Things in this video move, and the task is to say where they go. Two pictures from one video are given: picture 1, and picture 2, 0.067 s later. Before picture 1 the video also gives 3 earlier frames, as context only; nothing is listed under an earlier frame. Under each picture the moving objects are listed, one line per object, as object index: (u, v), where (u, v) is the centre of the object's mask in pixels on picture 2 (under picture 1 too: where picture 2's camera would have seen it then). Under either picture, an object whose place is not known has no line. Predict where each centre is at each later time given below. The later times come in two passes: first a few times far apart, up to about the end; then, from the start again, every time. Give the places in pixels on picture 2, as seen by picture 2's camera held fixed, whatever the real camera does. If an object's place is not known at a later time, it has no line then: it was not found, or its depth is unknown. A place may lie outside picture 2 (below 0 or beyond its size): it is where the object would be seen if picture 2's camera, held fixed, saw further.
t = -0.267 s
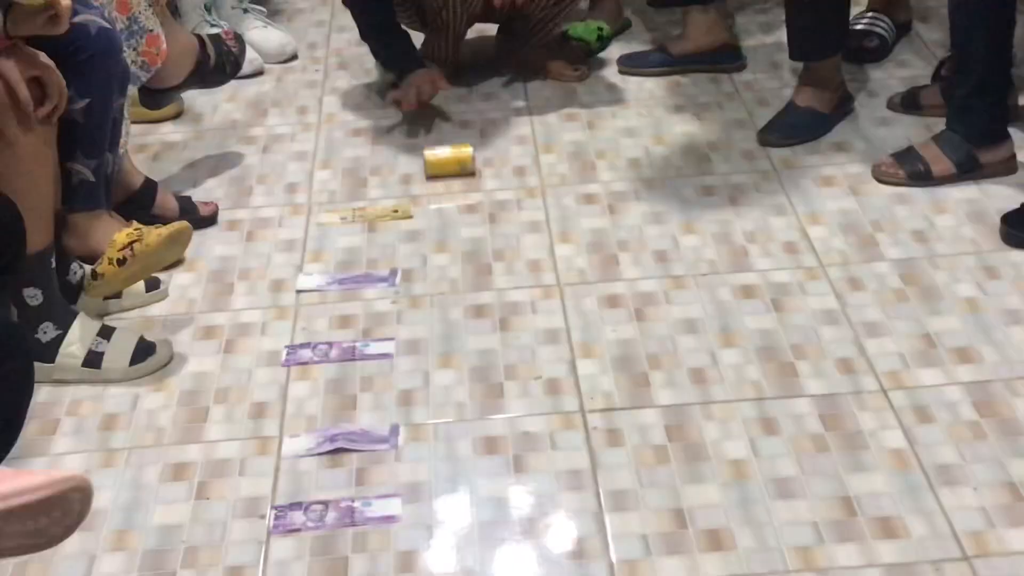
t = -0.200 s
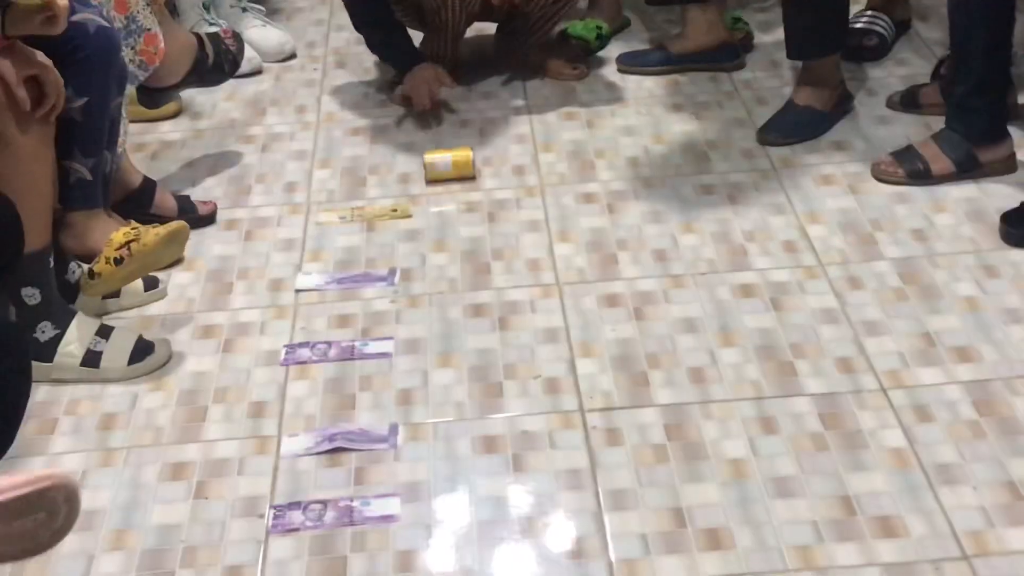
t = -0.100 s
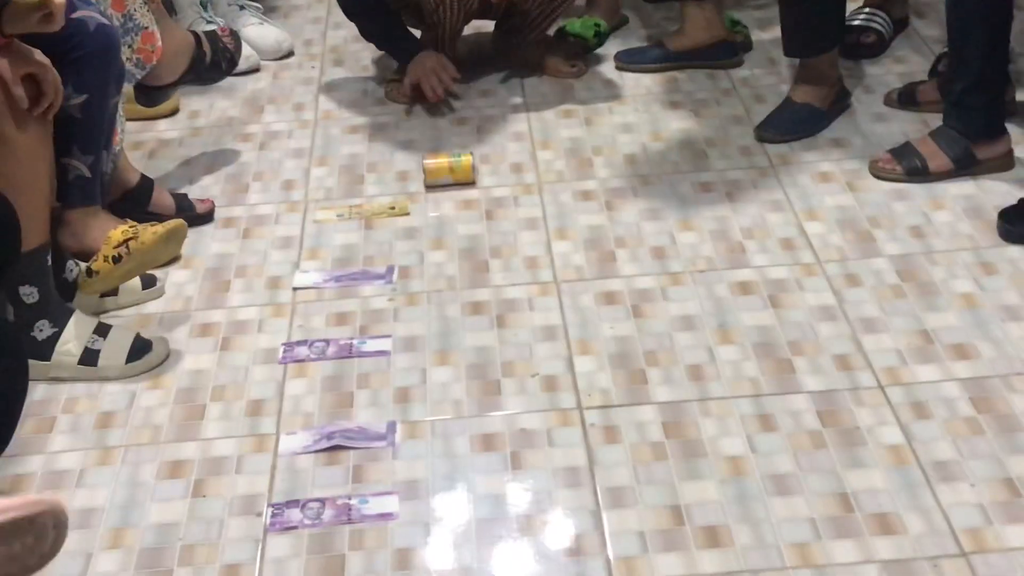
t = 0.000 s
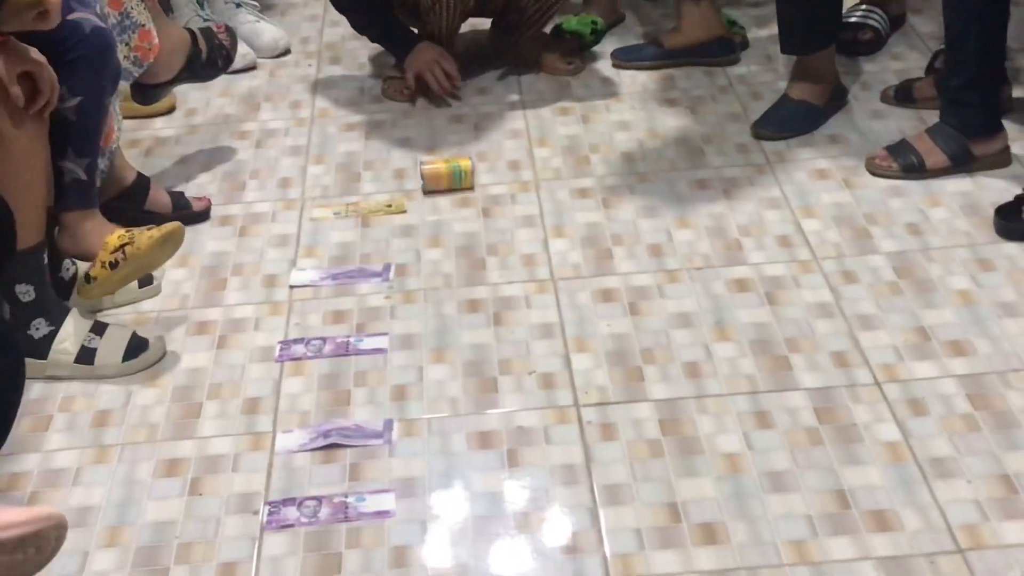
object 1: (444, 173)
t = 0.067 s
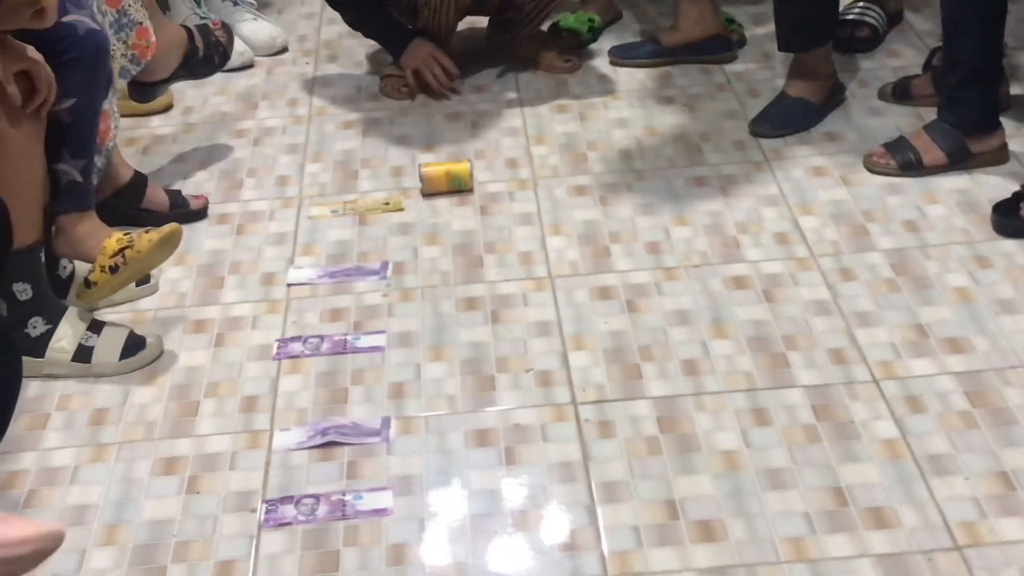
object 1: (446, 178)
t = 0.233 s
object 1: (450, 189)
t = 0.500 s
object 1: (456, 206)
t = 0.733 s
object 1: (462, 220)
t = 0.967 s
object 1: (469, 236)
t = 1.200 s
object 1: (477, 248)
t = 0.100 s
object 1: (446, 180)
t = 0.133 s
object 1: (447, 181)
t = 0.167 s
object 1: (448, 183)
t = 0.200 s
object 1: (449, 187)
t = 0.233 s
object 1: (450, 189)
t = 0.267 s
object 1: (450, 191)
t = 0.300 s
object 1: (451, 193)
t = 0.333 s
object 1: (452, 195)
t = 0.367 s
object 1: (453, 198)
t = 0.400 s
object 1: (453, 200)
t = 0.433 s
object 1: (454, 202)
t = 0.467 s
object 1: (455, 204)
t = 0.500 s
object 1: (456, 206)
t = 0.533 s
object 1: (456, 208)
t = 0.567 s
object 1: (457, 210)
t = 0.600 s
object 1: (458, 212)
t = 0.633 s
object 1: (459, 214)
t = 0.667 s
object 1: (460, 216)
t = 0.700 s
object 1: (461, 218)
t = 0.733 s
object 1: (462, 220)
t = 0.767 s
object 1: (463, 222)
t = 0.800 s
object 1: (464, 224)
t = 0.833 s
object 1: (465, 227)
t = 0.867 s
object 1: (466, 228)
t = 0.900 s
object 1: (467, 231)
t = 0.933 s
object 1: (468, 233)
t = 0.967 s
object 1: (469, 236)
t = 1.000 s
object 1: (471, 238)
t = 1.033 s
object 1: (471, 239)
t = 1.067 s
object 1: (472, 241)
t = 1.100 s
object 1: (474, 243)
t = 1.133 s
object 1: (475, 245)
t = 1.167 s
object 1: (476, 246)
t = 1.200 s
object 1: (477, 248)
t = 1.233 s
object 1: (478, 251)
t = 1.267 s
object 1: (479, 252)
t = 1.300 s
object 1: (480, 254)
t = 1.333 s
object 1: (481, 256)
